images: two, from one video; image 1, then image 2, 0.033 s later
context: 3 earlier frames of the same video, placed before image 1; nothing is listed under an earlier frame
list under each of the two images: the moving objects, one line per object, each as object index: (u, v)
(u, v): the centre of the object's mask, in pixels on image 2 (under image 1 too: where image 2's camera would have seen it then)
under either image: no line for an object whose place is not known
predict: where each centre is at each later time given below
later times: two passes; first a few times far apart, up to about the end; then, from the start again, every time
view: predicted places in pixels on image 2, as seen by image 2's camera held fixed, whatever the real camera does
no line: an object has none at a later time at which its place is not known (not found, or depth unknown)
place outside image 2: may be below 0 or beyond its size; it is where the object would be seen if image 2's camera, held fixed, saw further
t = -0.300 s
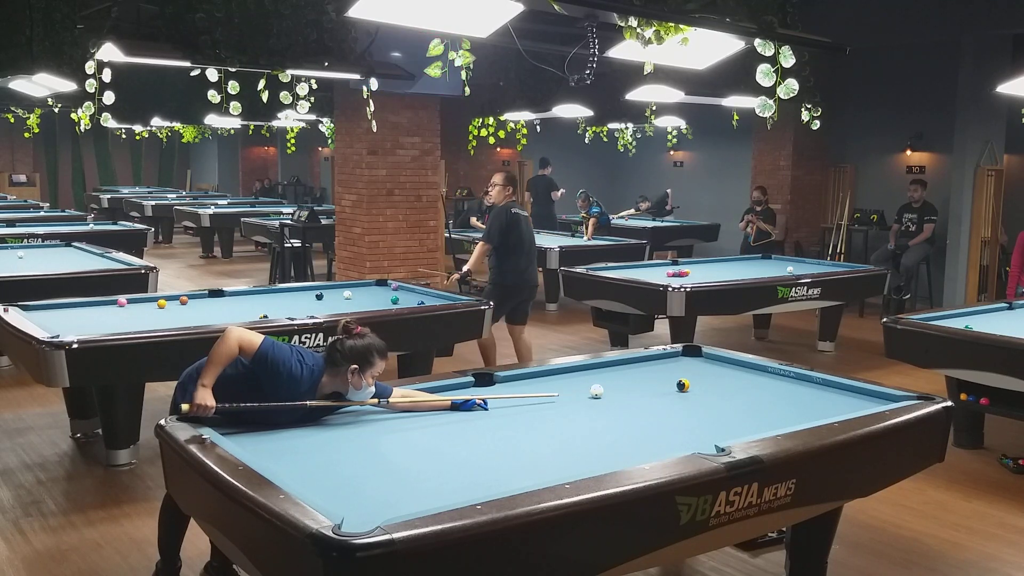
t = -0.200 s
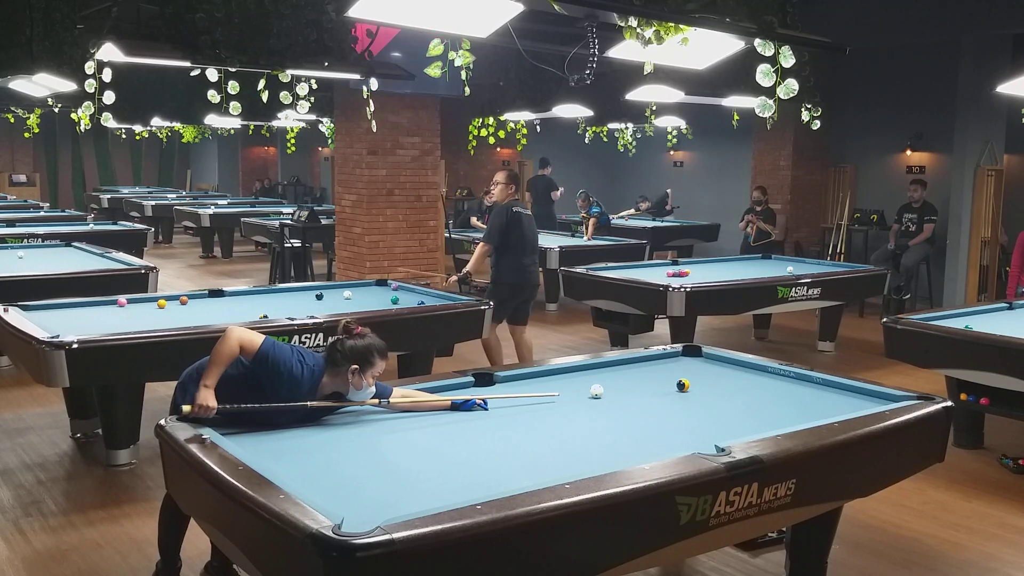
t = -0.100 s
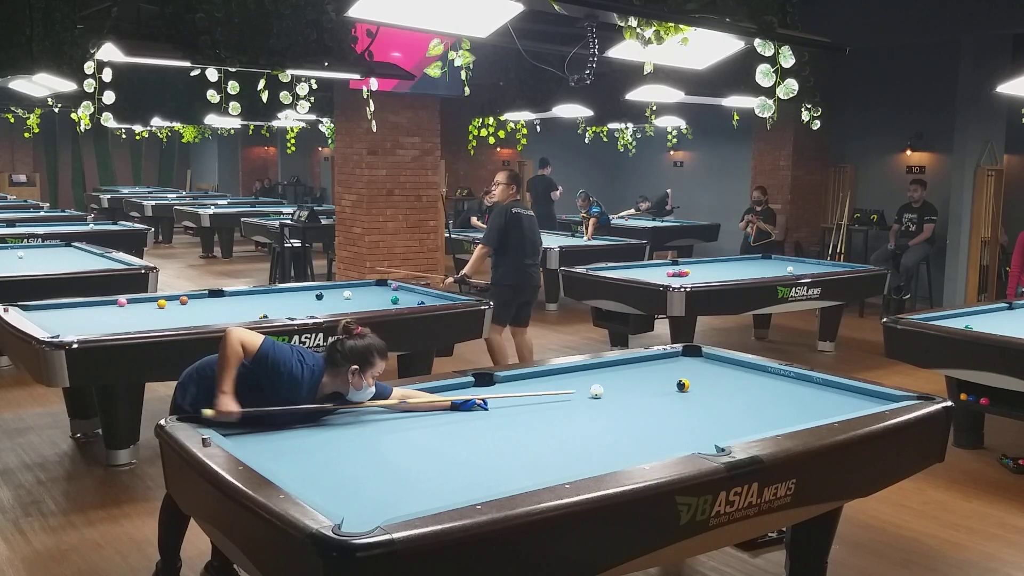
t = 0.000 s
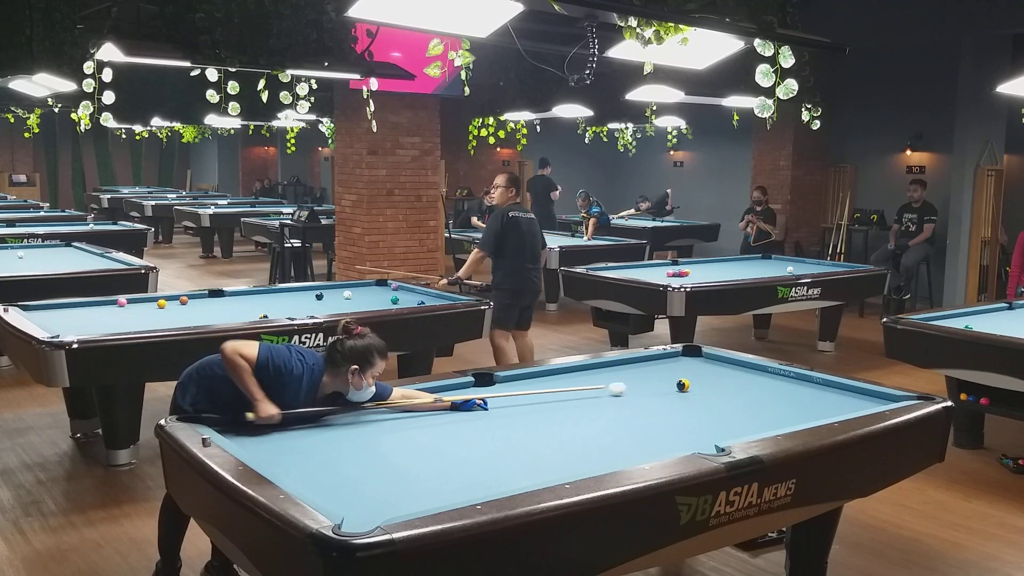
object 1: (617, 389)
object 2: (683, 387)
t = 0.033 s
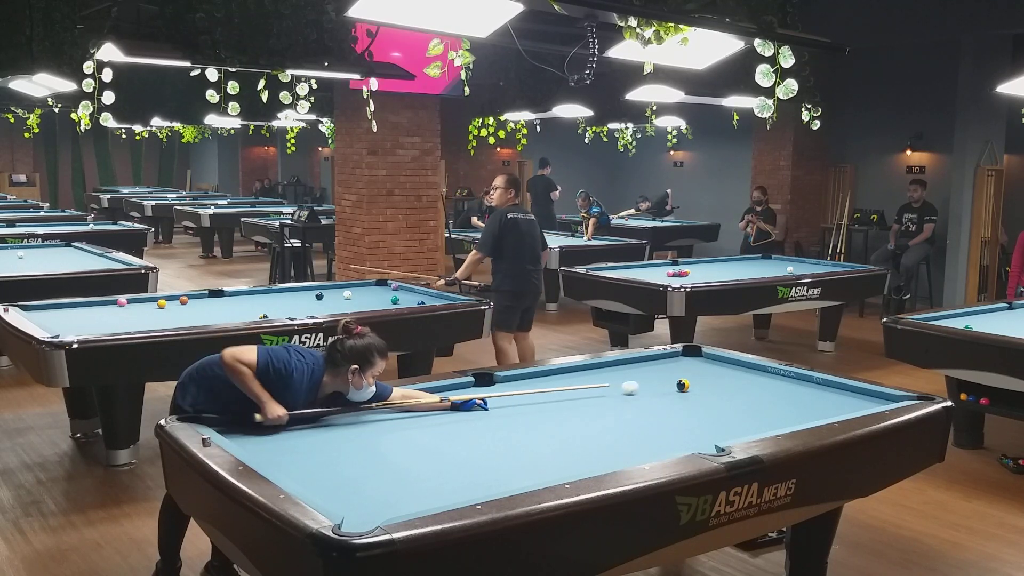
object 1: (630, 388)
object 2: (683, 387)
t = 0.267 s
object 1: (679, 377)
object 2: (717, 388)
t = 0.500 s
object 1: (705, 367)
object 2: (767, 392)
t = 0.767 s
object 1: (711, 359)
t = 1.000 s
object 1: (677, 359)
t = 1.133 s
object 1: (658, 359)
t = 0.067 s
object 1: (642, 386)
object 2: (683, 385)
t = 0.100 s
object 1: (654, 385)
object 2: (682, 385)
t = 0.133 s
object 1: (666, 384)
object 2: (682, 385)
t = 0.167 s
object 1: (671, 383)
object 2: (690, 386)
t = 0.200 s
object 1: (673, 381)
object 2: (699, 386)
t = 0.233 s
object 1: (676, 379)
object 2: (708, 387)
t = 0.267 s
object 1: (679, 377)
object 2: (717, 388)
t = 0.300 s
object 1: (683, 376)
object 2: (725, 389)
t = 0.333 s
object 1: (687, 374)
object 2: (732, 389)
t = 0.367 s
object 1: (690, 372)
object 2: (738, 389)
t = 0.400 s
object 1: (694, 371)
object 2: (746, 390)
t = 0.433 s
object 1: (698, 369)
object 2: (753, 391)
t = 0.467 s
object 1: (701, 368)
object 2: (760, 391)
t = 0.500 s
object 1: (705, 367)
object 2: (767, 392)
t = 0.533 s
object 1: (708, 365)
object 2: (773, 393)
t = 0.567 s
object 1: (711, 364)
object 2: (780, 393)
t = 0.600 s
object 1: (715, 362)
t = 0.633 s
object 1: (718, 361)
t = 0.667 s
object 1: (721, 360)
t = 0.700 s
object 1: (722, 359)
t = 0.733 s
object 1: (717, 359)
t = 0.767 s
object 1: (711, 359)
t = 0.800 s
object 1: (706, 359)
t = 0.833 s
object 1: (702, 359)
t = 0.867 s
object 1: (697, 359)
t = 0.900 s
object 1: (692, 359)
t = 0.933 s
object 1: (687, 359)
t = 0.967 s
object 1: (682, 359)
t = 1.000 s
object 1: (677, 359)
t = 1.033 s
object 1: (673, 359)
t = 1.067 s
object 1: (668, 359)
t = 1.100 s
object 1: (663, 359)
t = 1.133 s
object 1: (658, 359)
